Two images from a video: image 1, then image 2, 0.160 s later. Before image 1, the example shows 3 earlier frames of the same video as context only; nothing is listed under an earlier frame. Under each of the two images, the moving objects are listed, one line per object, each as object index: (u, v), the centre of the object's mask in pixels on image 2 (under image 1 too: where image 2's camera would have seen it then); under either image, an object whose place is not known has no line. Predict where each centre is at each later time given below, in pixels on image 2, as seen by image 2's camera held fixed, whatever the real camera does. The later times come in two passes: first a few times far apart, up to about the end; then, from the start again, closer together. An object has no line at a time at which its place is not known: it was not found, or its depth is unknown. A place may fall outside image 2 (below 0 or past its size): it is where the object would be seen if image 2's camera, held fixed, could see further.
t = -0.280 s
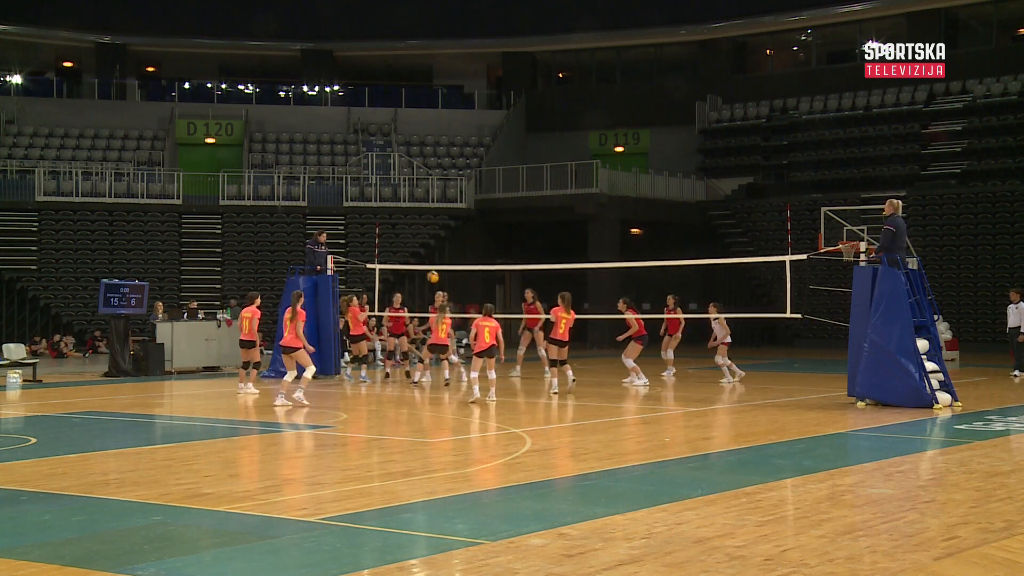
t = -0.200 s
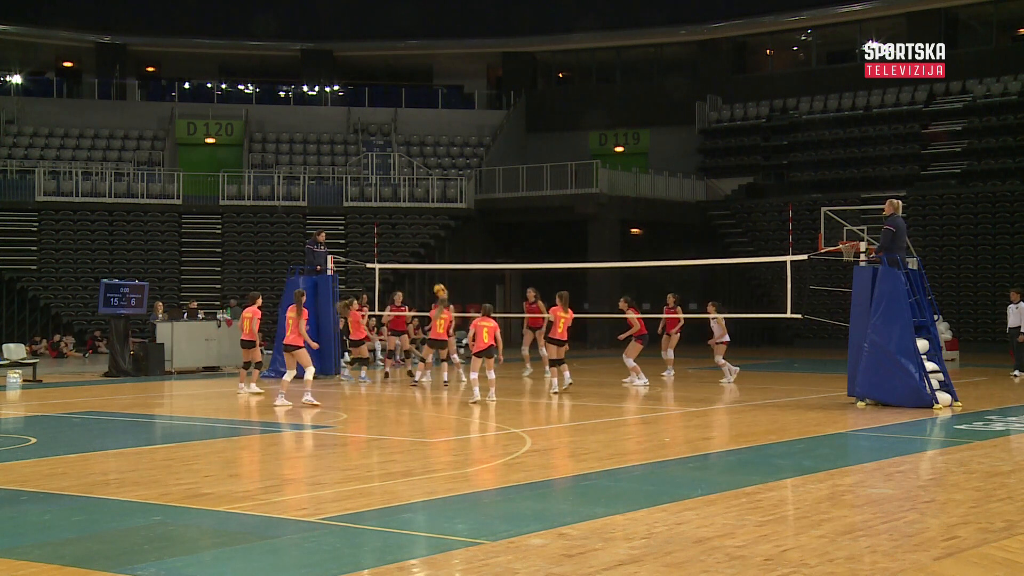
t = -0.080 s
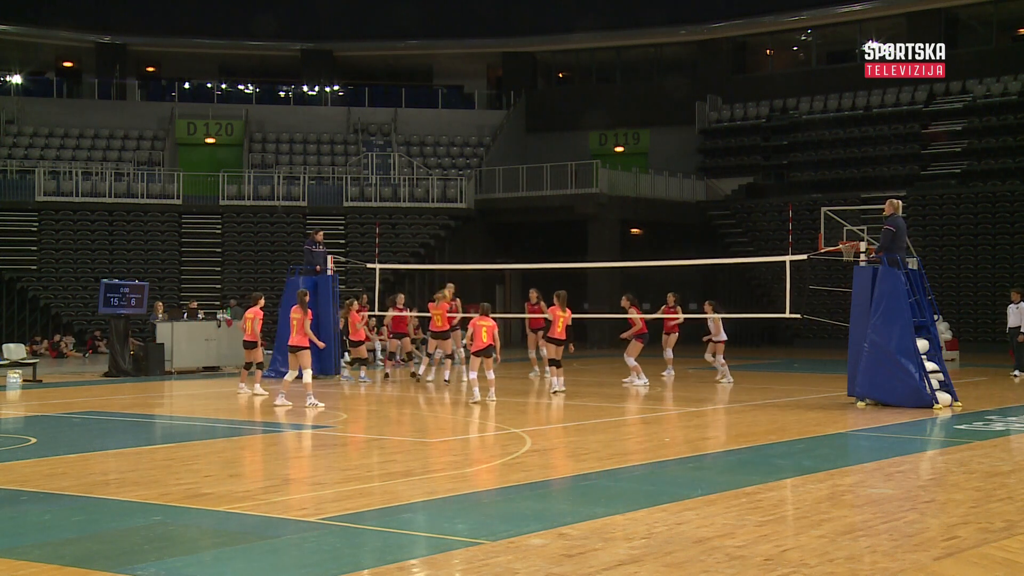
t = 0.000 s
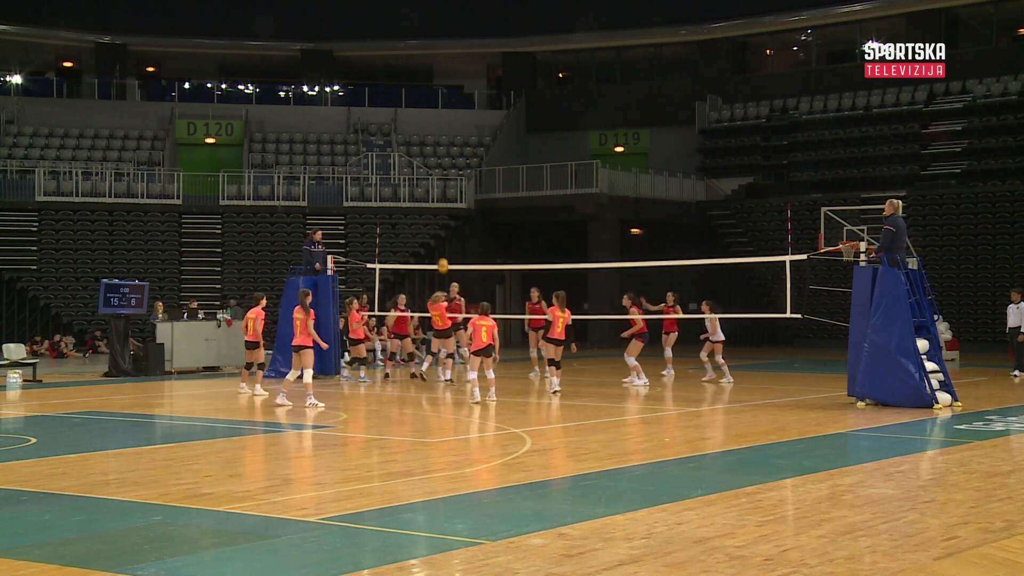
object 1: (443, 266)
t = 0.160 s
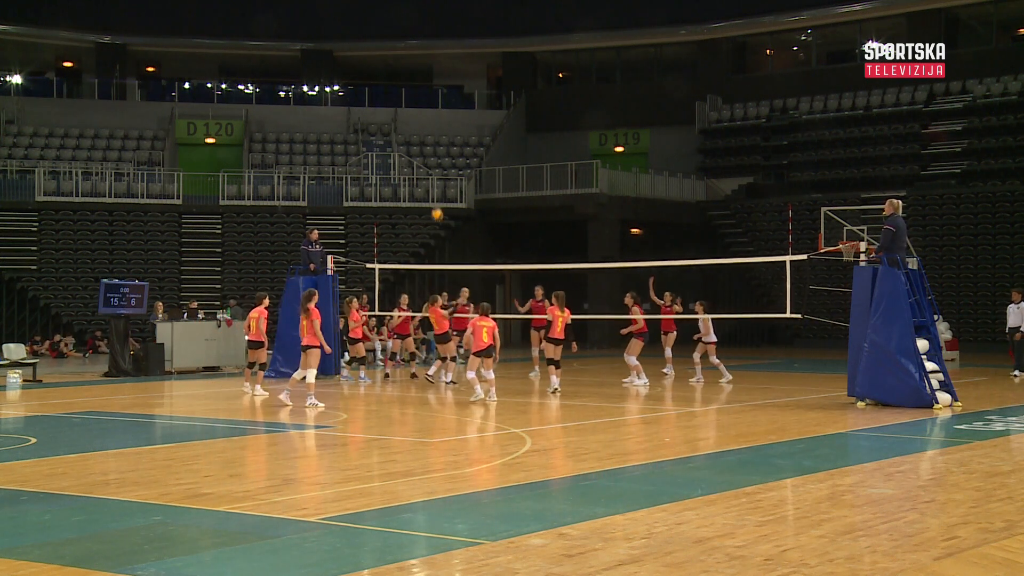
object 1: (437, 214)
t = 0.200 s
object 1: (435, 203)
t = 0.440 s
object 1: (426, 156)
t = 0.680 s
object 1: (416, 138)
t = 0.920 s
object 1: (406, 153)
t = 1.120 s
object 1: (397, 191)
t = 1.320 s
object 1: (389, 253)
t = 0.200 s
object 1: (435, 203)
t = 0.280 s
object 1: (432, 184)
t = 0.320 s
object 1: (430, 176)
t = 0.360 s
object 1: (430, 168)
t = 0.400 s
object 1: (428, 162)
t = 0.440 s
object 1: (426, 156)
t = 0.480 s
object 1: (425, 150)
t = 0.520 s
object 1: (423, 147)
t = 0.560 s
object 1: (421, 143)
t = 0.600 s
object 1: (419, 141)
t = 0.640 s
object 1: (418, 139)
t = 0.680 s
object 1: (416, 138)
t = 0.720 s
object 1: (414, 139)
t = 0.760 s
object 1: (413, 140)
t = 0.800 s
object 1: (411, 142)
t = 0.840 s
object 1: (409, 145)
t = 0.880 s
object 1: (408, 148)
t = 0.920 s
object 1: (406, 153)
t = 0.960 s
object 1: (404, 159)
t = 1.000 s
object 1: (403, 165)
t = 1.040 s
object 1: (401, 173)
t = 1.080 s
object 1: (399, 181)
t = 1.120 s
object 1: (397, 191)
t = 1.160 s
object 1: (395, 201)
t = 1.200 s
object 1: (394, 213)
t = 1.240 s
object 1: (392, 225)
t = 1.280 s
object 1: (391, 238)
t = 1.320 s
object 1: (389, 253)
